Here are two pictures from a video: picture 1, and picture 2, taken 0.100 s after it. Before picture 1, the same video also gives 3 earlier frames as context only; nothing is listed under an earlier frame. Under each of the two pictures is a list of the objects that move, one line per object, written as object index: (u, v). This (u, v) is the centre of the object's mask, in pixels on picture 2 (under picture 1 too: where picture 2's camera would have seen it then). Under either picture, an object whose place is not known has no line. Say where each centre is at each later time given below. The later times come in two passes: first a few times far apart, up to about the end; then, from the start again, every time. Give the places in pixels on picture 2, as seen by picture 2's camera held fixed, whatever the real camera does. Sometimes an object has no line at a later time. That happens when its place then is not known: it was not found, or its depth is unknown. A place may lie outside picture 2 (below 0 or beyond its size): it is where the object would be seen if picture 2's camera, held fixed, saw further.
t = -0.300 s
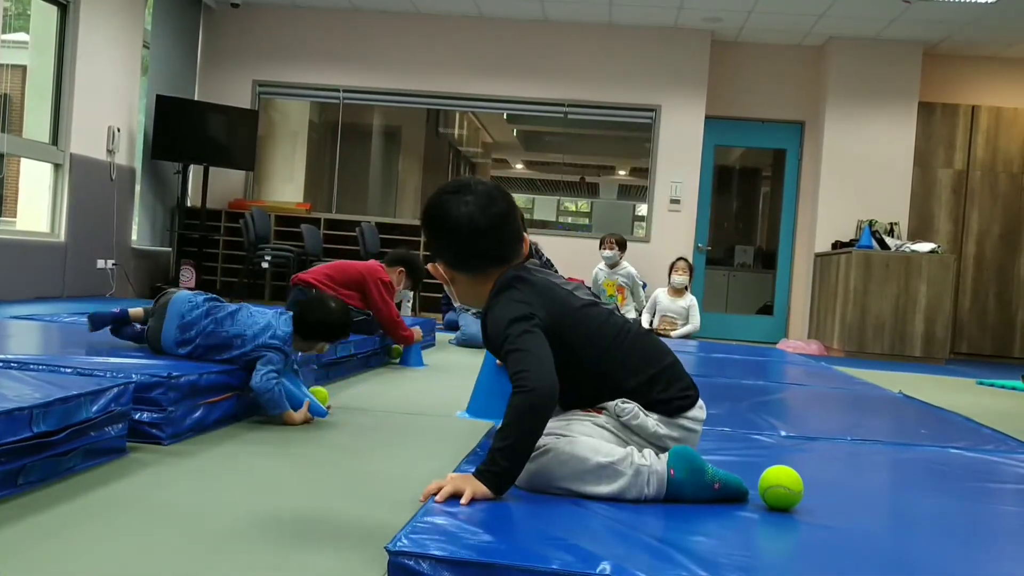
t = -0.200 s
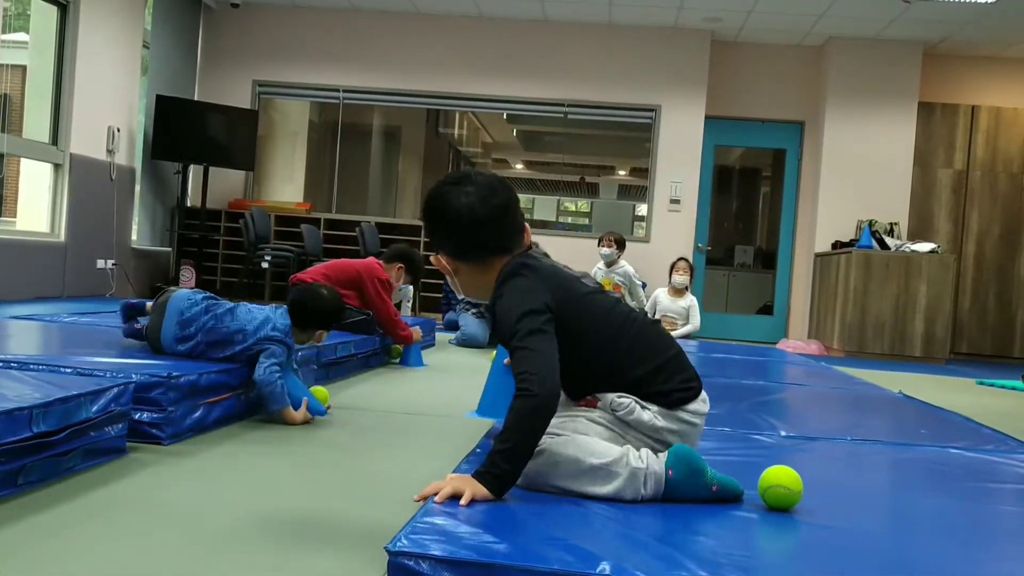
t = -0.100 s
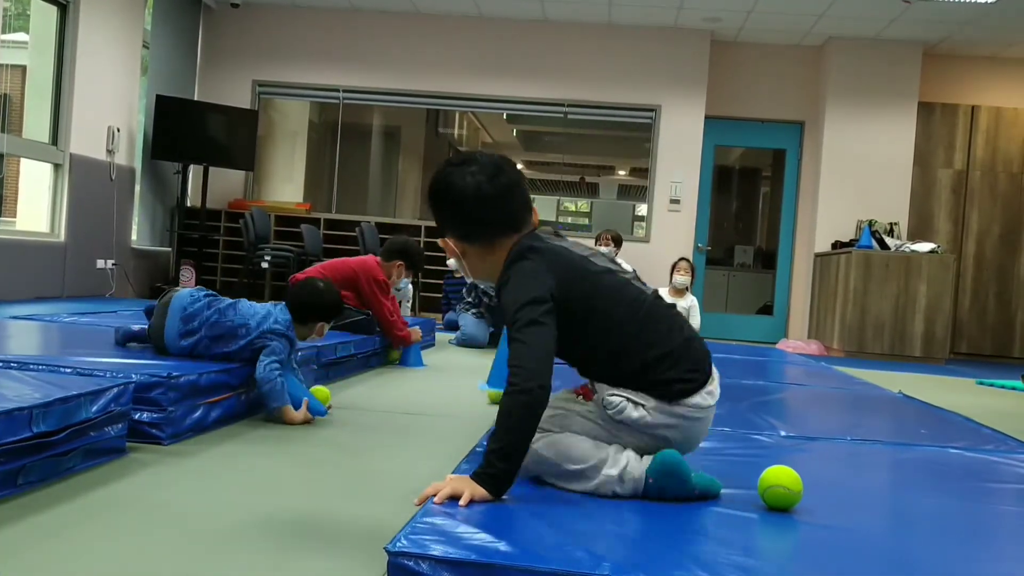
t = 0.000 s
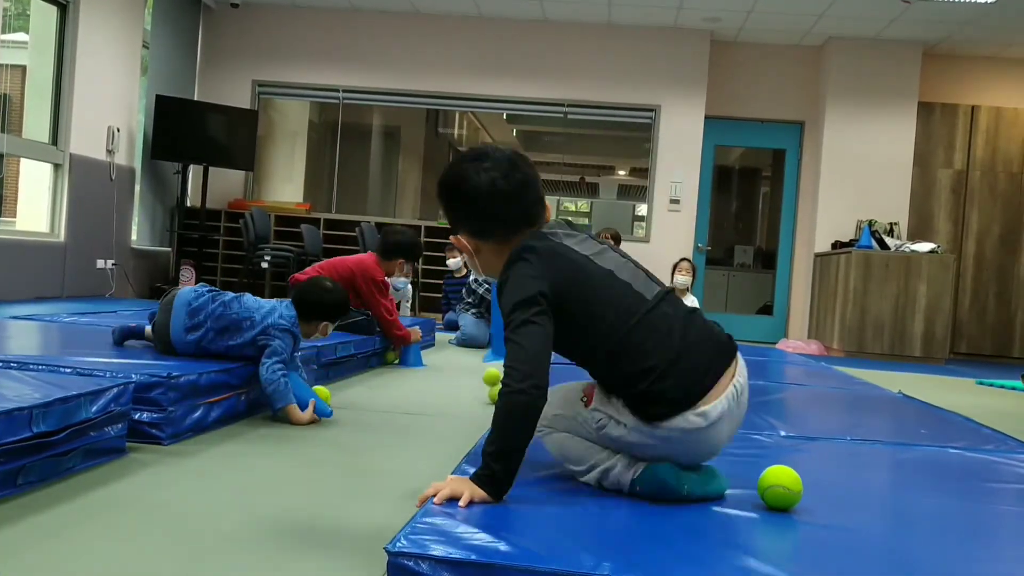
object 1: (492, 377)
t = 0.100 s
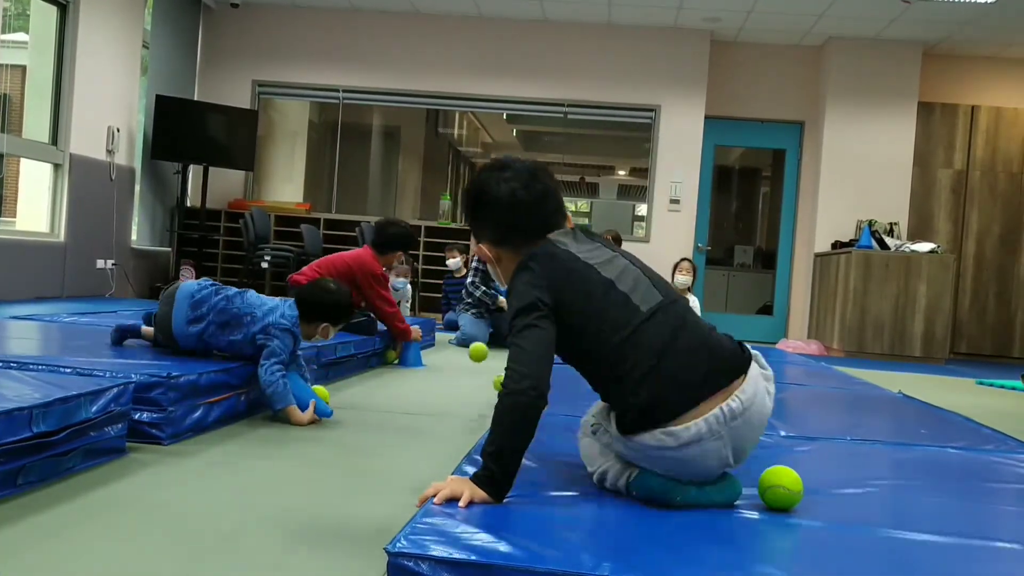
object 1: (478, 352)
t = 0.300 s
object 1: (436, 396)
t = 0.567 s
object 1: (351, 441)
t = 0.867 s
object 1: (164, 546)
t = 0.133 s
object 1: (473, 350)
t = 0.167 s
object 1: (467, 351)
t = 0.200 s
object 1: (460, 356)
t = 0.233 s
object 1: (453, 365)
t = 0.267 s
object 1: (445, 378)
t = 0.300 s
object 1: (436, 396)
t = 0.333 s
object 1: (426, 419)
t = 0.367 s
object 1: (417, 428)
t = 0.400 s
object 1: (409, 419)
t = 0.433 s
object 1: (399, 414)
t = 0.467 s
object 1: (389, 413)
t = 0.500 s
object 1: (378, 417)
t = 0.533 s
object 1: (365, 426)
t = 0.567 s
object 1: (351, 441)
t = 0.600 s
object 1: (336, 463)
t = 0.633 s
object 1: (320, 481)
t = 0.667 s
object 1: (304, 478)
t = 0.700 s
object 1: (286, 480)
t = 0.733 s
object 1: (267, 489)
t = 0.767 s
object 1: (244, 506)
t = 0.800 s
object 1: (219, 533)
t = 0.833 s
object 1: (193, 539)
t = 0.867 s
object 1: (164, 546)
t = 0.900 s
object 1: (133, 558)
